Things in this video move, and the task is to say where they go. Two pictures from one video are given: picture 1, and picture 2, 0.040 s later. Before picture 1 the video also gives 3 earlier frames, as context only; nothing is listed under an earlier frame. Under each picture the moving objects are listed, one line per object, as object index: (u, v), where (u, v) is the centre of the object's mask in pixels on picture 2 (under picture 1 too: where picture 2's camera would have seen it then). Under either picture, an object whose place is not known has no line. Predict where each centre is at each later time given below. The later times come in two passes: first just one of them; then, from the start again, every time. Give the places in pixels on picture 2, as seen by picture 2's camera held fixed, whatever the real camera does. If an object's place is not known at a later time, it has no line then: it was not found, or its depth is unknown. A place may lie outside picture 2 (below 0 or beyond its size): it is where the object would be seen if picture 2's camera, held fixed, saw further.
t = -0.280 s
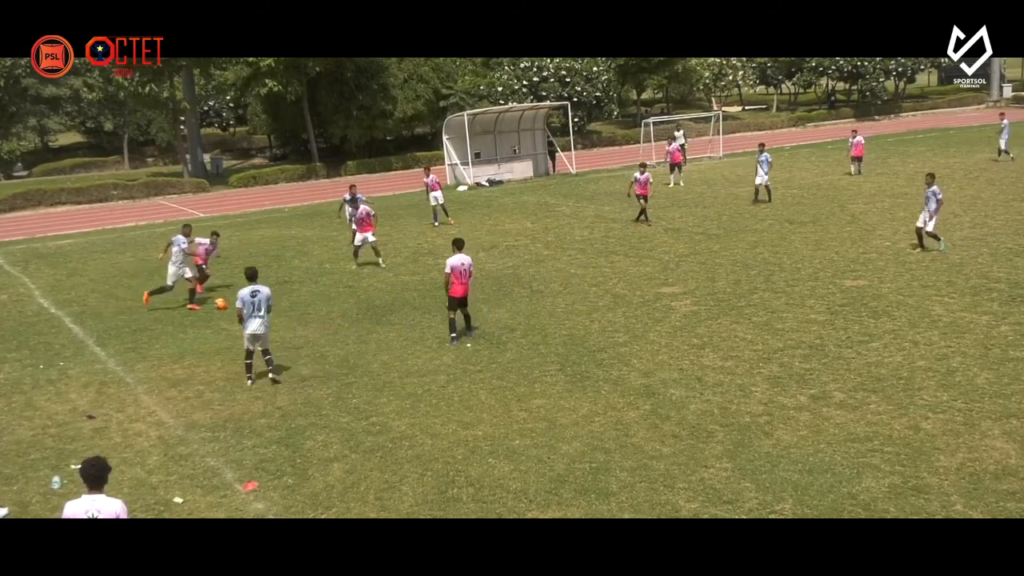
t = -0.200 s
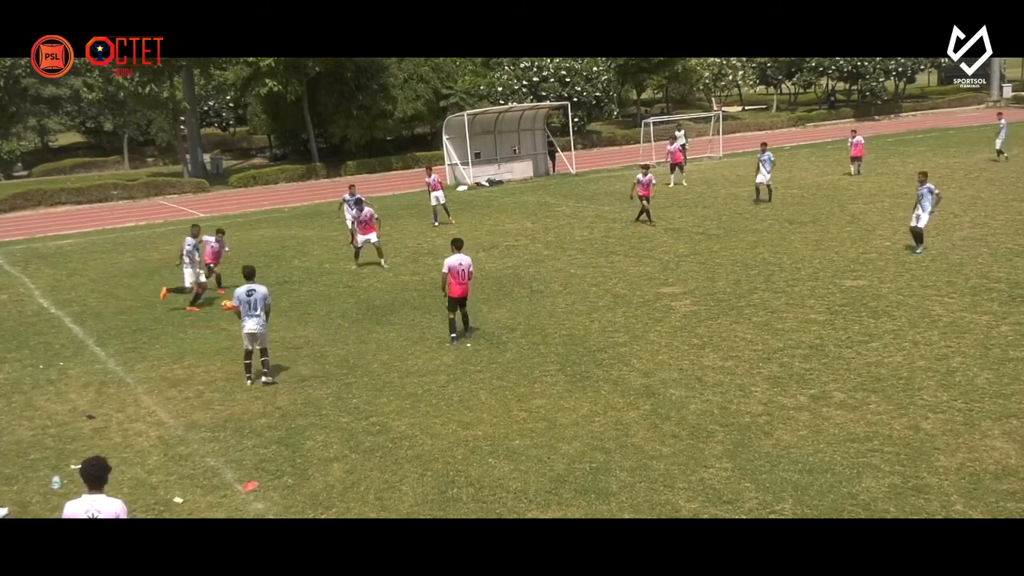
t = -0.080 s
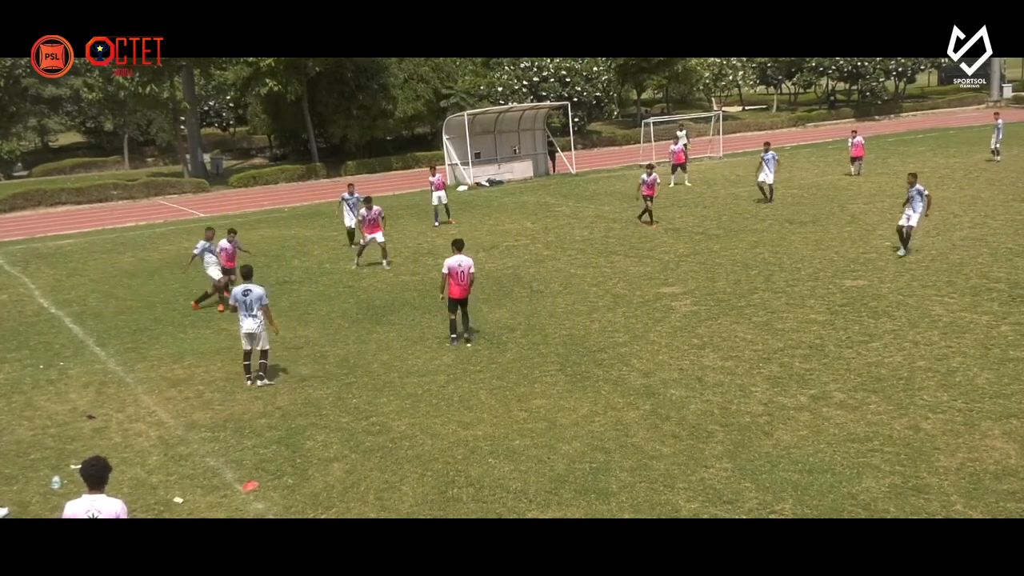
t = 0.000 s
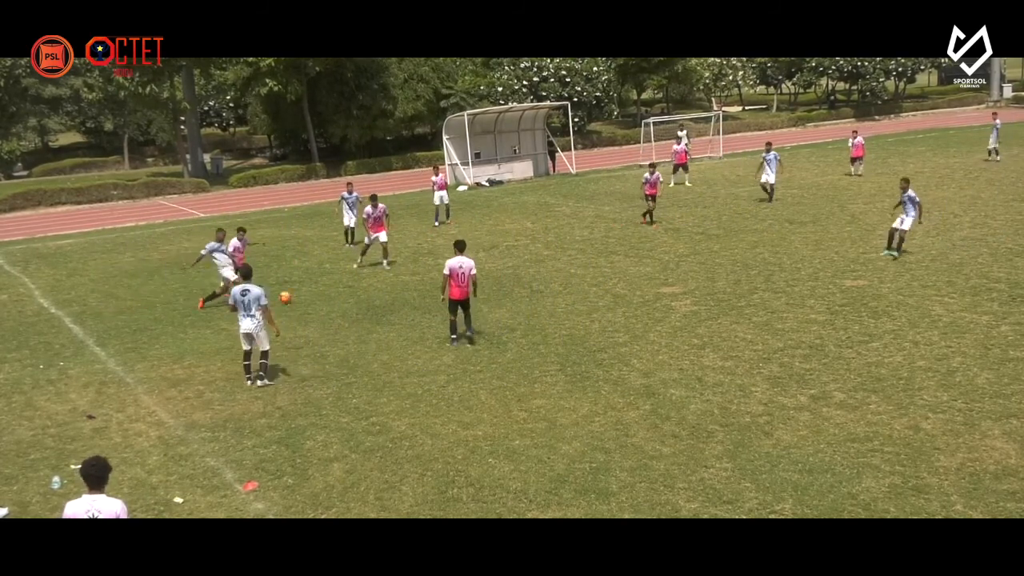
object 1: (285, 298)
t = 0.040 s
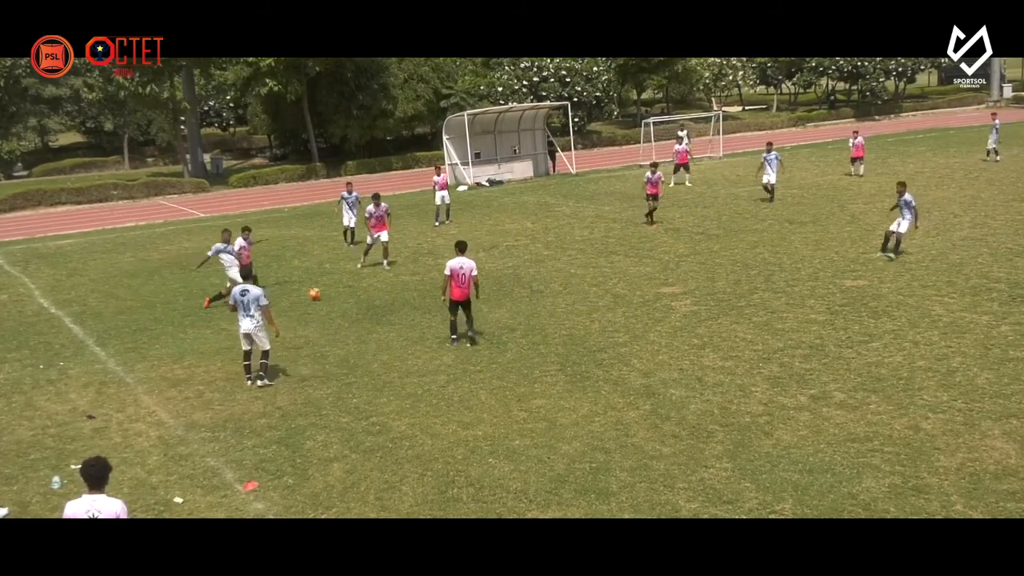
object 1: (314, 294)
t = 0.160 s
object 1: (402, 287)
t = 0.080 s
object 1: (345, 291)
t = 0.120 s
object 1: (373, 289)
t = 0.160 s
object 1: (402, 287)
